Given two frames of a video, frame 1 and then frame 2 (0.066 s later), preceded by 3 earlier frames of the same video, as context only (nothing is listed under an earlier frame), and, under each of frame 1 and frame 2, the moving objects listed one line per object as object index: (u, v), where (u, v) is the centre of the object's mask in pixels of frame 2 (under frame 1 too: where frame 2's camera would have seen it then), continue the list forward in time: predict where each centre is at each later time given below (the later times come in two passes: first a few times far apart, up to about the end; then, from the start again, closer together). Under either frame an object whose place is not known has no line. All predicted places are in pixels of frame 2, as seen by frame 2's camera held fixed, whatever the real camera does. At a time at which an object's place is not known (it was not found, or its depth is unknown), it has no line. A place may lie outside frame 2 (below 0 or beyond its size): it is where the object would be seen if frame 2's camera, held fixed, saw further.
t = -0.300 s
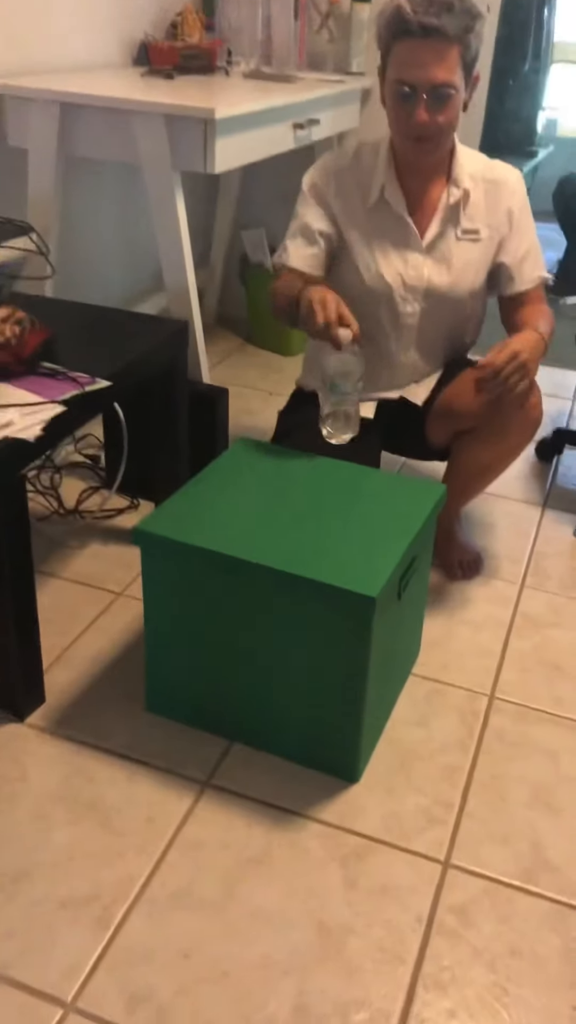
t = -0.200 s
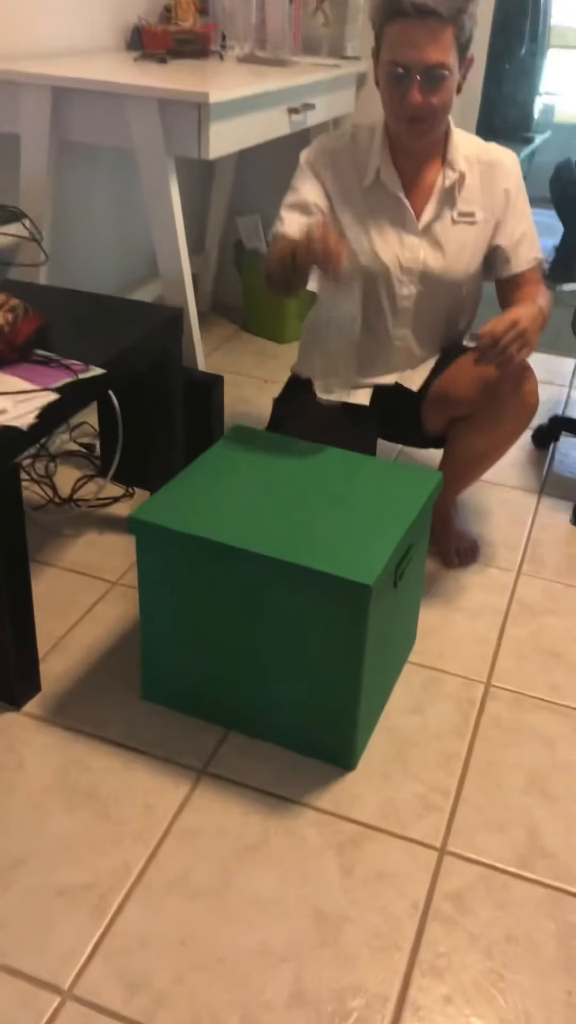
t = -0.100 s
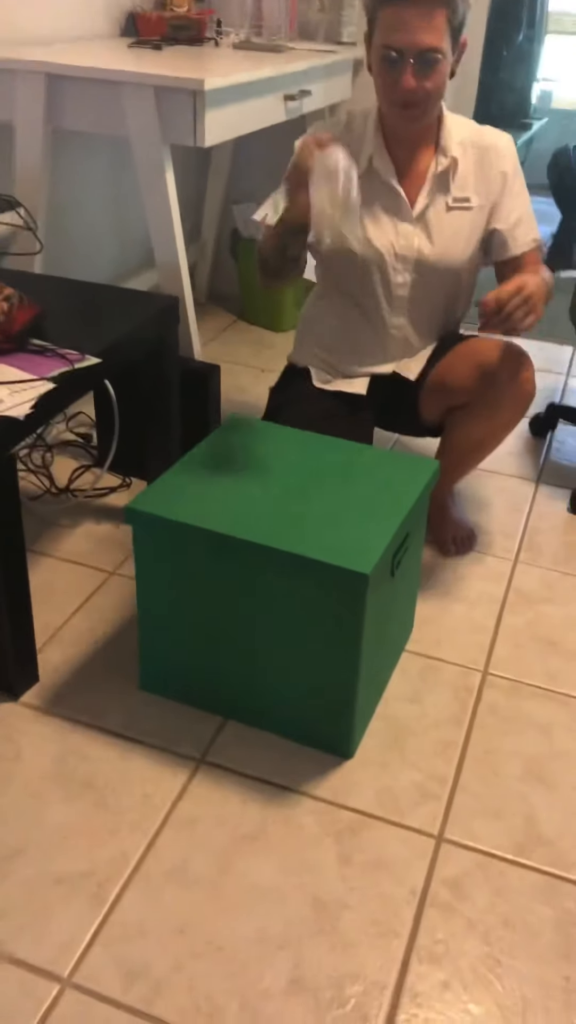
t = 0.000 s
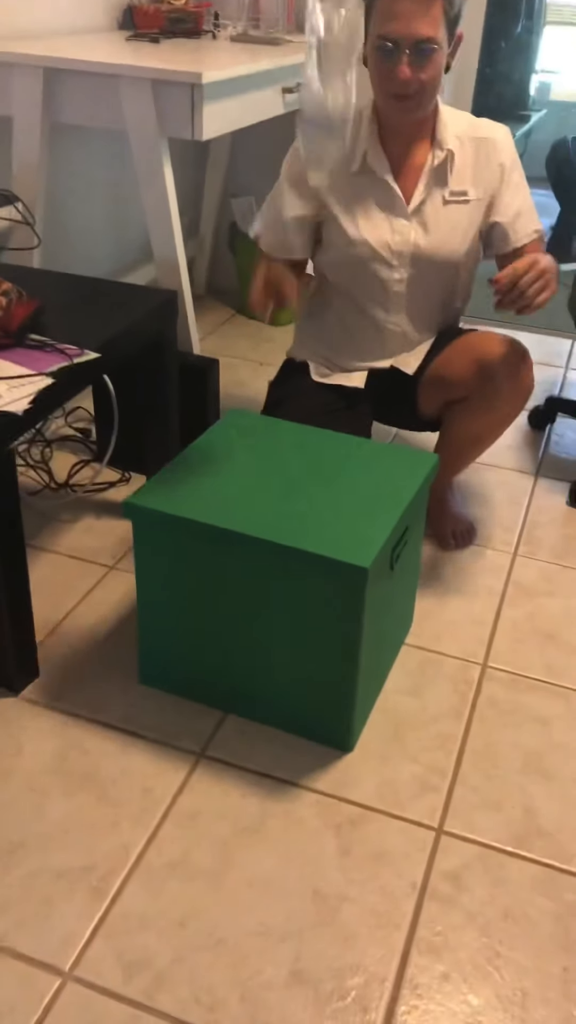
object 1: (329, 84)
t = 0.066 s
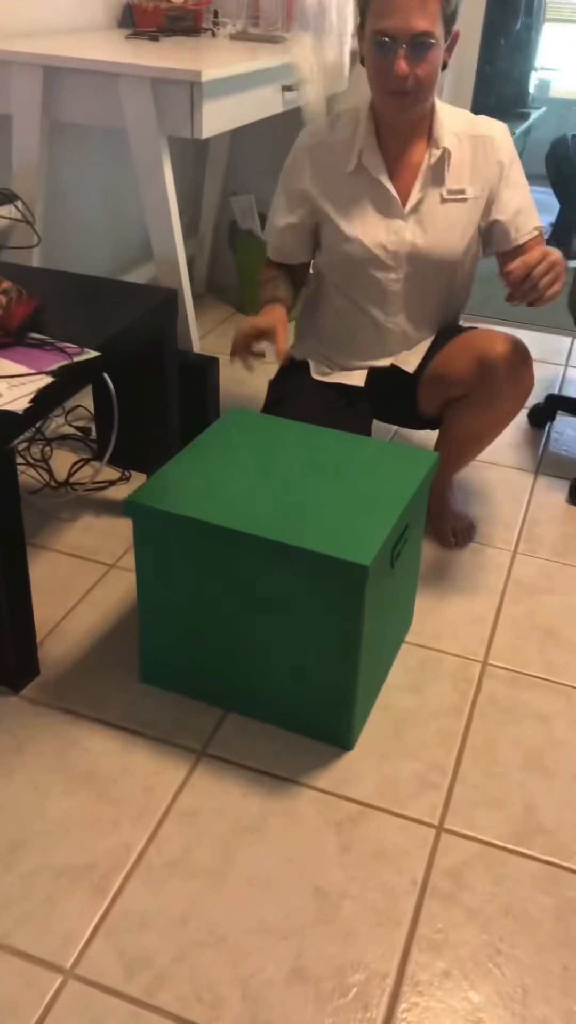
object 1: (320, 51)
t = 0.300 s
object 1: (295, 109)
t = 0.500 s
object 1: (261, 486)
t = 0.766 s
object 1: (219, 586)
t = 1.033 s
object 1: (126, 834)
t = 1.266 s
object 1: (108, 873)
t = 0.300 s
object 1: (295, 109)
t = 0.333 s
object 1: (288, 167)
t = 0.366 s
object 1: (281, 228)
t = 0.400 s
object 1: (277, 291)
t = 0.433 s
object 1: (270, 368)
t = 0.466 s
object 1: (265, 446)
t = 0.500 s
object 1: (261, 486)
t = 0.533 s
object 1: (259, 480)
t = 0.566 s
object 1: (254, 477)
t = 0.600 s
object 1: (248, 479)
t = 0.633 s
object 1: (243, 486)
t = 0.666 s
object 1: (237, 502)
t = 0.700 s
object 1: (233, 527)
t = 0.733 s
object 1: (228, 558)
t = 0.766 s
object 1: (219, 586)
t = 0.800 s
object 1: (211, 621)
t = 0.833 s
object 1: (203, 666)
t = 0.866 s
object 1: (194, 709)
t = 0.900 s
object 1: (178, 725)
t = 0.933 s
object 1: (167, 755)
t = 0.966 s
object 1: (140, 809)
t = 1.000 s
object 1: (137, 823)
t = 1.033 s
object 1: (126, 834)
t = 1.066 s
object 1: (117, 842)
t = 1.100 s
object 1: (112, 851)
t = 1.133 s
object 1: (109, 859)
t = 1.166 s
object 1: (108, 863)
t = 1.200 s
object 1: (108, 868)
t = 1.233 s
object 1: (109, 871)
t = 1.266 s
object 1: (108, 873)
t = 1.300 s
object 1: (108, 873)
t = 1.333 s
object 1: (107, 873)
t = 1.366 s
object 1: (106, 873)
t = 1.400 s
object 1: (106, 872)
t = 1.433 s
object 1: (106, 871)
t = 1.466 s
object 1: (105, 870)
